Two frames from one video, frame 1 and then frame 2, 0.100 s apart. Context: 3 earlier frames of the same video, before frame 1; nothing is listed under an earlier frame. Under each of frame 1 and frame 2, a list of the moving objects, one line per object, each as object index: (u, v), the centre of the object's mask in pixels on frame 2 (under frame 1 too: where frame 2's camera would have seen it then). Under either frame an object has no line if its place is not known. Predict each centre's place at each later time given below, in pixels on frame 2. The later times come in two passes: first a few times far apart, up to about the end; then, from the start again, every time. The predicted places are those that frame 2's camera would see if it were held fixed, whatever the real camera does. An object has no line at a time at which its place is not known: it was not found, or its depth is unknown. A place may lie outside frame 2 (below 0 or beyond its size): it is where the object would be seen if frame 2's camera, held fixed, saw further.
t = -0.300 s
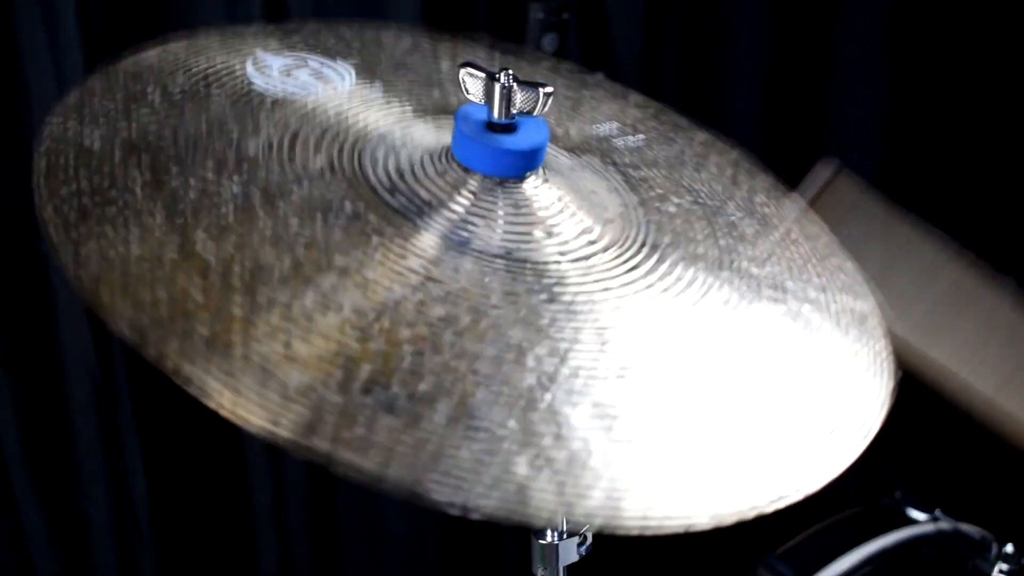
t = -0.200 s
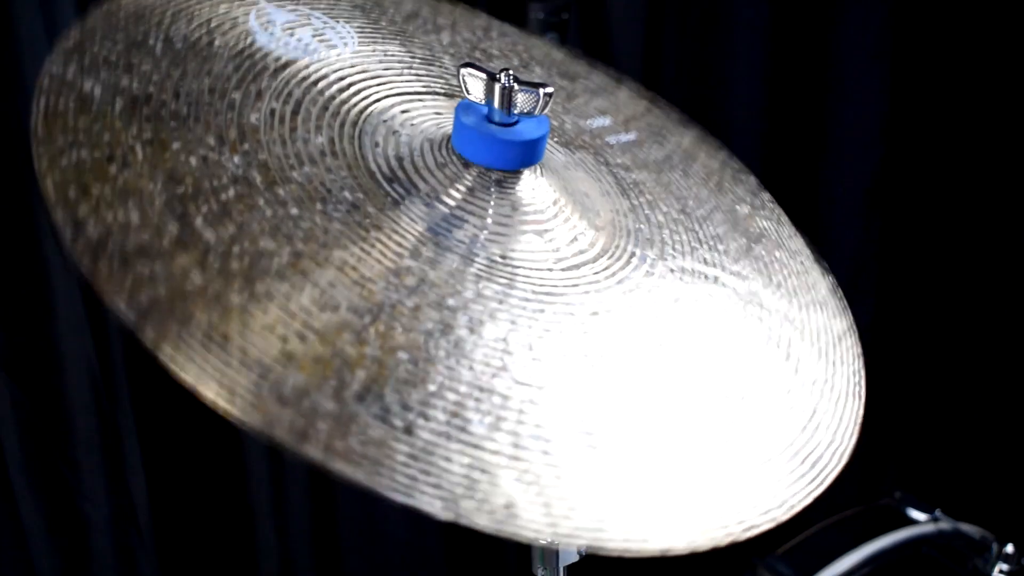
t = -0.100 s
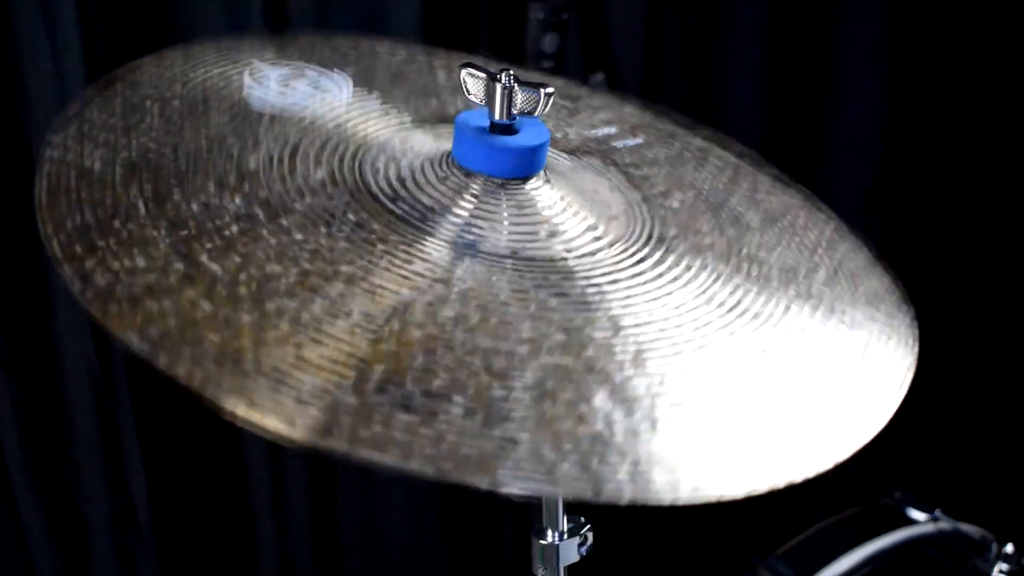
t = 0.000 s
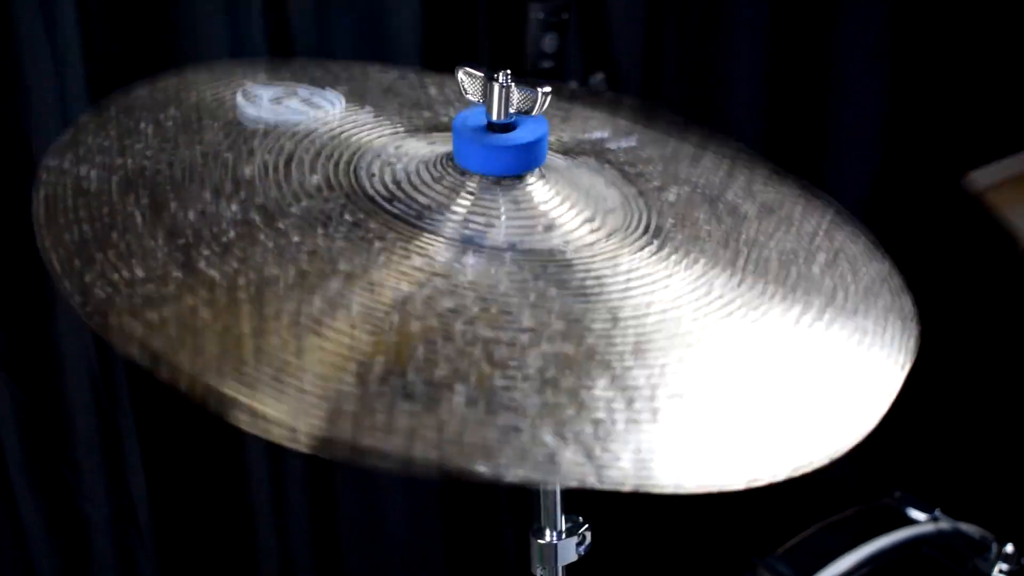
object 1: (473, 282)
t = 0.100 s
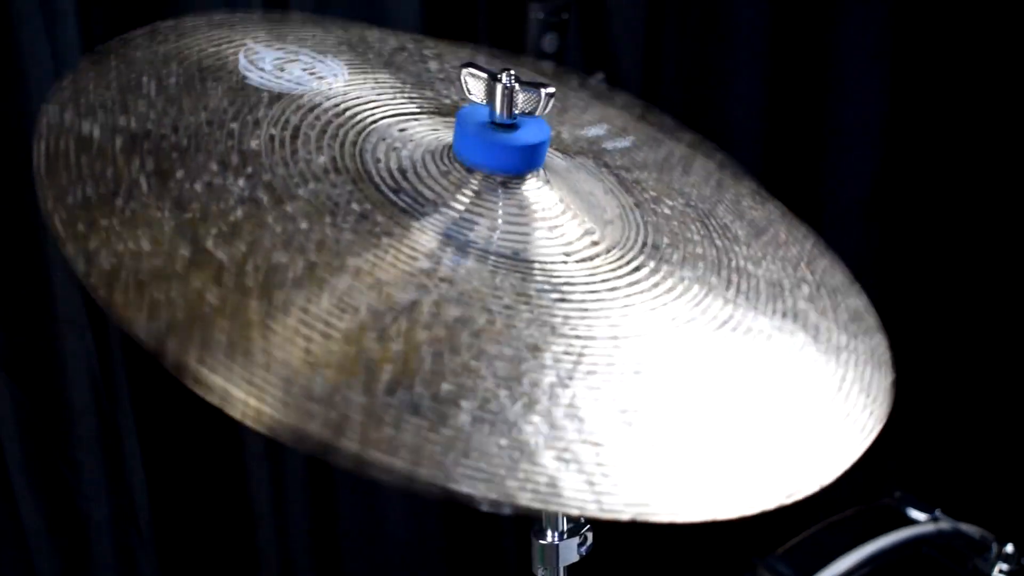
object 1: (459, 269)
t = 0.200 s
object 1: (473, 279)
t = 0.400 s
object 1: (498, 274)
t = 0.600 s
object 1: (473, 279)
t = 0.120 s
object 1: (460, 270)
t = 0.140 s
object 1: (461, 270)
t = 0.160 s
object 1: (465, 270)
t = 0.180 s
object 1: (467, 278)
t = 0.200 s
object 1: (473, 279)
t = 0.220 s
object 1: (479, 281)
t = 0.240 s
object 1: (484, 279)
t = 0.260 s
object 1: (487, 277)
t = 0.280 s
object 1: (490, 278)
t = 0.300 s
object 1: (494, 276)
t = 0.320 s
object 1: (498, 275)
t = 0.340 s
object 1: (499, 272)
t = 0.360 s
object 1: (498, 273)
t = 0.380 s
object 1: (498, 274)
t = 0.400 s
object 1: (498, 274)
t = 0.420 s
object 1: (497, 275)
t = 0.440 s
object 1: (496, 275)
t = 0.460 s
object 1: (491, 278)
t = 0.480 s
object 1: (488, 279)
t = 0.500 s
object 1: (485, 280)
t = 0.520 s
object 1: (481, 279)
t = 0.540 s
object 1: (479, 280)
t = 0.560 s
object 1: (475, 279)
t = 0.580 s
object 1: (475, 280)
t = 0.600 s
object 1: (473, 279)
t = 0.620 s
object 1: (472, 277)
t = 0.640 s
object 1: (472, 278)
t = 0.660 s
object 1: (473, 279)
